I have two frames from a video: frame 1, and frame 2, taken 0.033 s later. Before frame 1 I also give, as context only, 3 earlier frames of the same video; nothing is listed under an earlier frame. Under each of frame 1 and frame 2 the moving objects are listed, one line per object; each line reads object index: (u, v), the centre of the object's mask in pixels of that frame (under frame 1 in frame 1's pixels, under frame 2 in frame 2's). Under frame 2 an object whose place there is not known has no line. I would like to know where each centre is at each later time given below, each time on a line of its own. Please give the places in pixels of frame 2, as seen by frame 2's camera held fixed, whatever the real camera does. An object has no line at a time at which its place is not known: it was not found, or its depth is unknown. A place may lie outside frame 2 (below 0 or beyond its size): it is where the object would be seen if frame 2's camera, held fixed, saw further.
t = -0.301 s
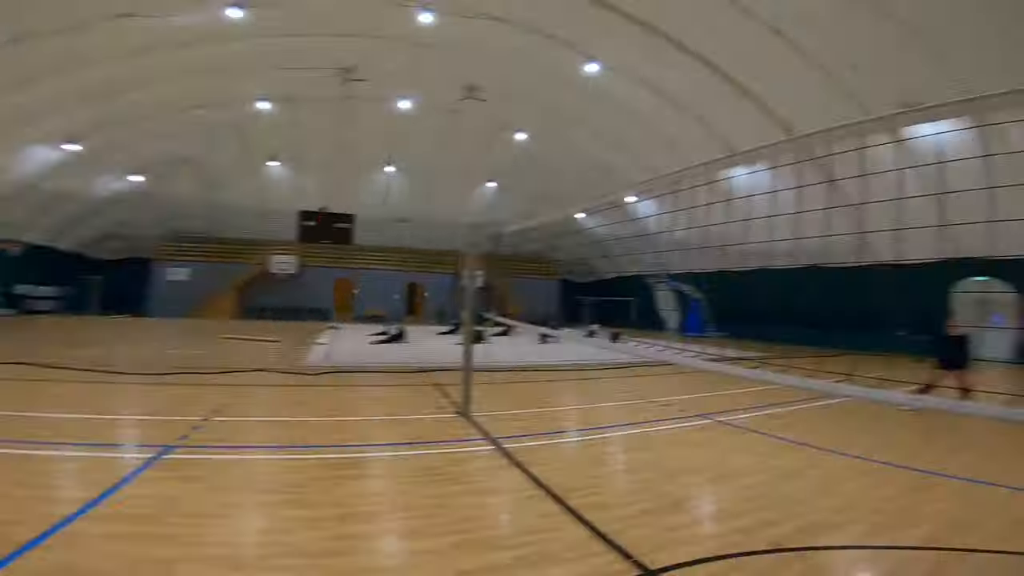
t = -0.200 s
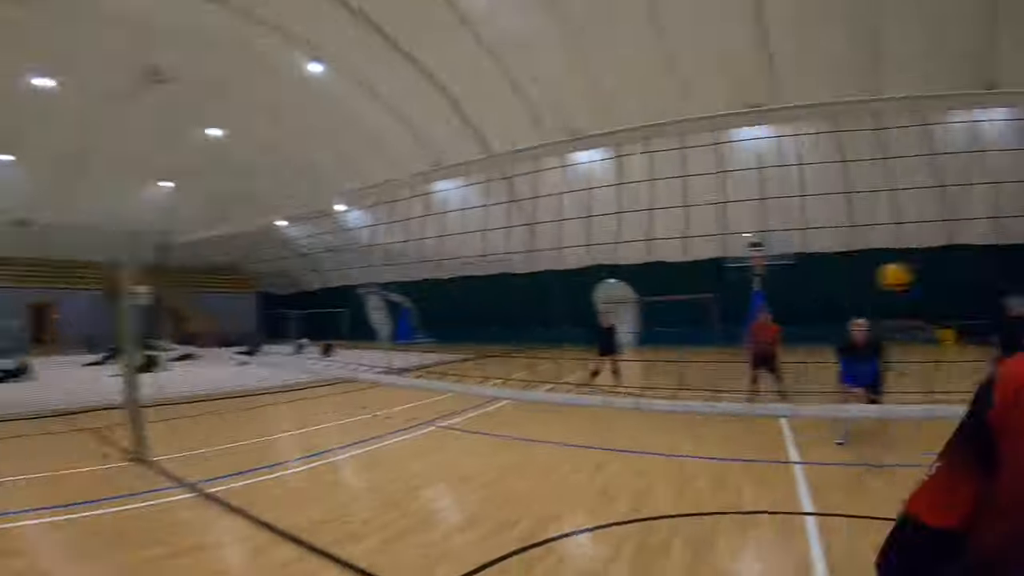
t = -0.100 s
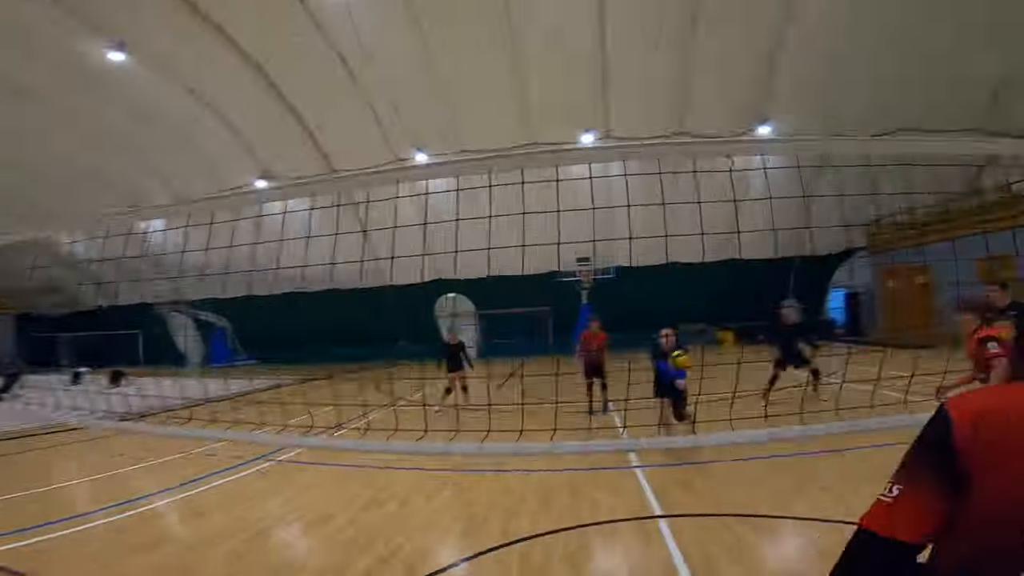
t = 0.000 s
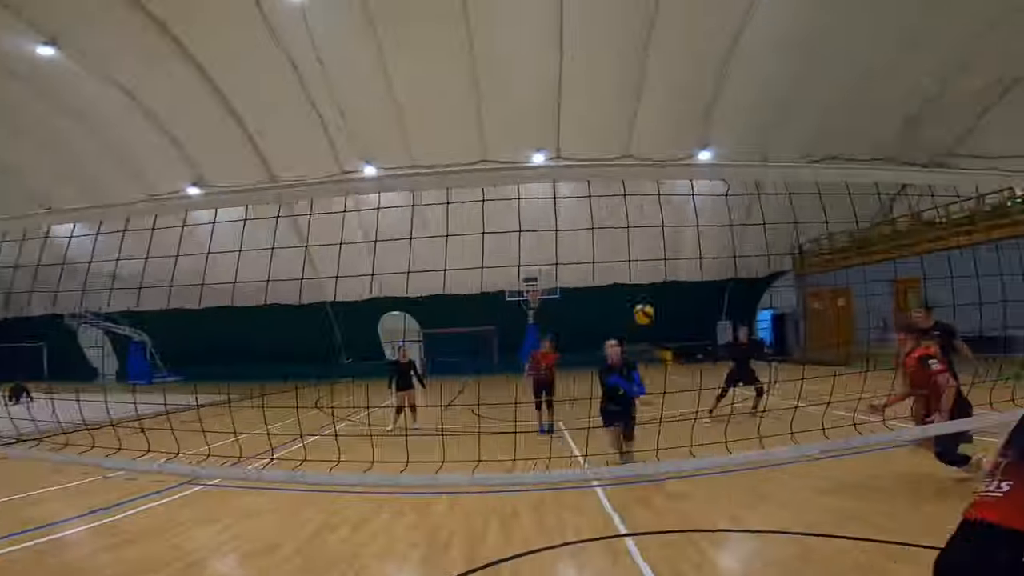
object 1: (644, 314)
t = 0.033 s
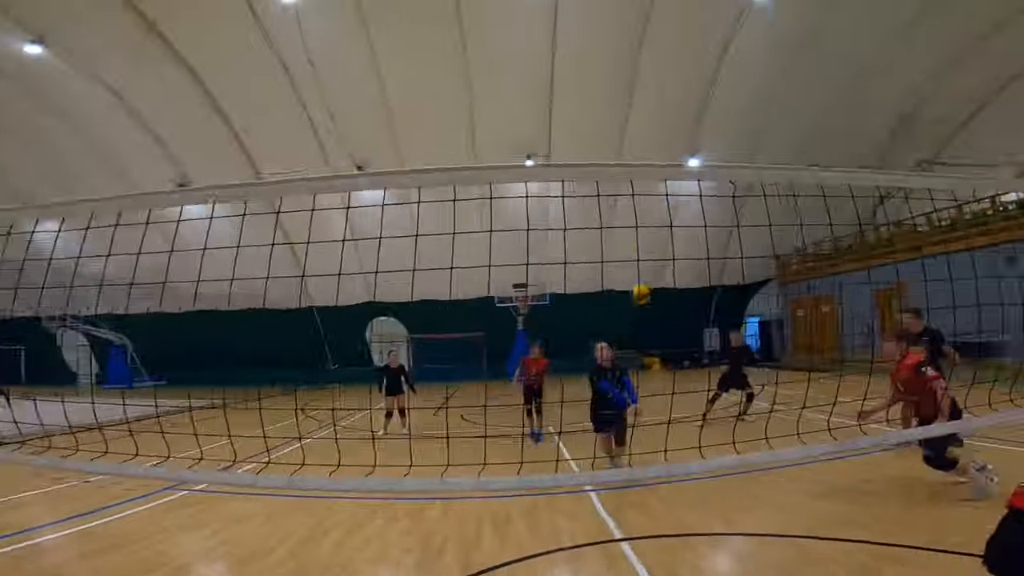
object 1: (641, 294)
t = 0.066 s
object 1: (645, 268)
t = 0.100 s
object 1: (655, 242)
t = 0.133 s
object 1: (662, 220)
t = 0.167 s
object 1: (669, 201)
